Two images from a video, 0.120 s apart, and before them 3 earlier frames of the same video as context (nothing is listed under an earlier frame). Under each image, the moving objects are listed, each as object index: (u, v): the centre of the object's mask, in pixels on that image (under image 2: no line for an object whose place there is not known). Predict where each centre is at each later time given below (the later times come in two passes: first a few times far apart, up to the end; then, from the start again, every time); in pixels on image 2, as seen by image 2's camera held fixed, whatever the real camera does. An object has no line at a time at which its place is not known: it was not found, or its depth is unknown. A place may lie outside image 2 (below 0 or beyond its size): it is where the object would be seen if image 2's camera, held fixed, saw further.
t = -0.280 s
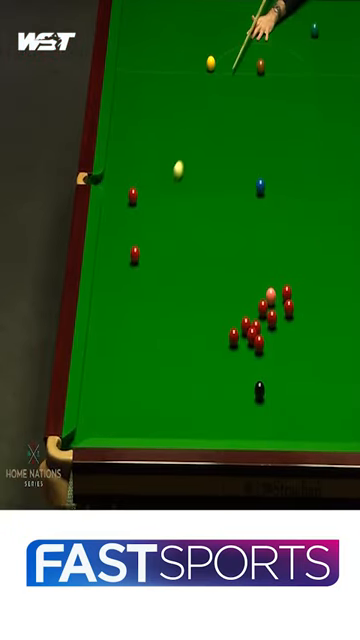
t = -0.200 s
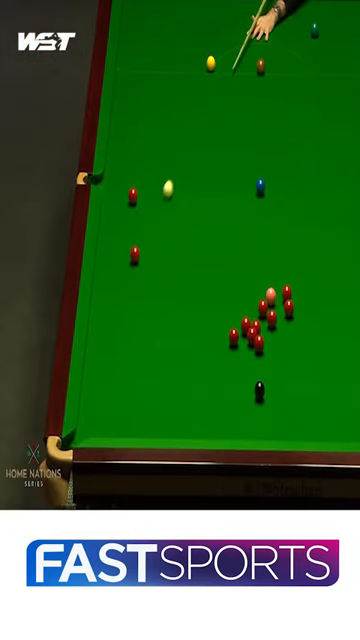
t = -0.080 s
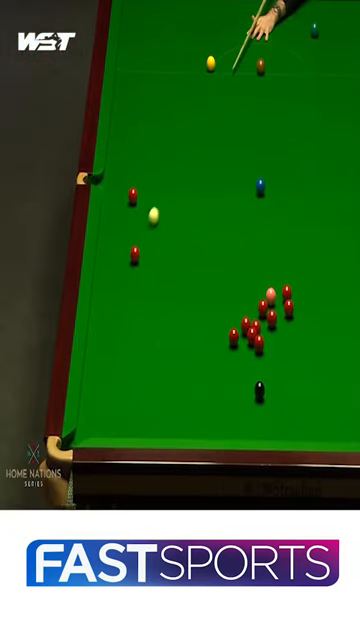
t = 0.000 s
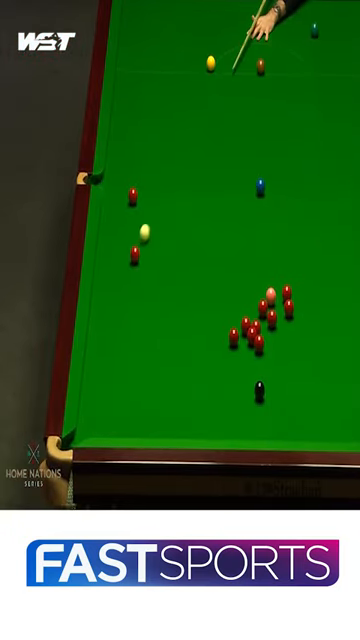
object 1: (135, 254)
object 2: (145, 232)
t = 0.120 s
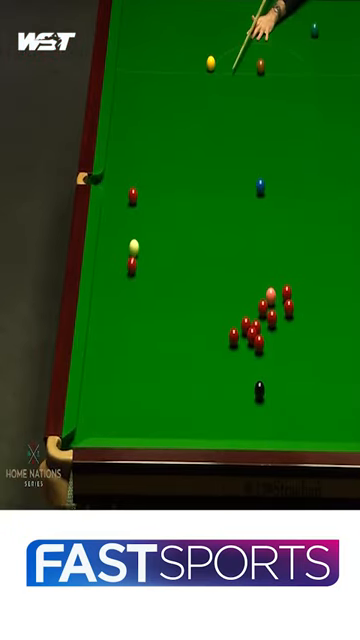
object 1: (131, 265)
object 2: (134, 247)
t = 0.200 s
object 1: (127, 281)
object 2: (129, 249)
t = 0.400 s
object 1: (117, 314)
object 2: (116, 258)
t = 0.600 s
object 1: (109, 344)
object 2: (103, 267)
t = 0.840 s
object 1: (100, 376)
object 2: (101, 276)
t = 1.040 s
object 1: (92, 403)
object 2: (105, 282)
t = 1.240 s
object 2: (109, 288)
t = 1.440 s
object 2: (113, 294)
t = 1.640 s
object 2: (116, 299)
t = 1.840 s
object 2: (119, 304)
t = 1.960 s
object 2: (120, 306)
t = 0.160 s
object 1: (129, 273)
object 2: (131, 248)
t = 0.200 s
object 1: (127, 281)
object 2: (129, 249)
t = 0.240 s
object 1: (125, 288)
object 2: (127, 250)
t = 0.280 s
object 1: (123, 295)
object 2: (124, 252)
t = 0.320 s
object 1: (121, 302)
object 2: (121, 254)
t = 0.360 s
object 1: (119, 309)
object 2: (119, 256)
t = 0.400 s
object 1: (117, 314)
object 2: (116, 258)
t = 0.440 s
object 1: (116, 320)
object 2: (114, 260)
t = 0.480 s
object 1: (114, 326)
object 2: (111, 262)
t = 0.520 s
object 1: (112, 333)
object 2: (108, 264)
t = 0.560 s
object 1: (111, 339)
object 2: (106, 265)
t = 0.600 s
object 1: (109, 344)
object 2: (103, 267)
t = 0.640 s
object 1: (107, 351)
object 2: (101, 269)
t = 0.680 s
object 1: (106, 354)
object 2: (100, 270)
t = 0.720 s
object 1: (105, 360)
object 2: (98, 272)
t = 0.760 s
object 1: (103, 366)
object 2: (100, 274)
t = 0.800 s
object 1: (101, 372)
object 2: (101, 275)
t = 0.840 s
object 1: (100, 376)
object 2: (101, 276)
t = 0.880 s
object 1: (99, 382)
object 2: (102, 277)
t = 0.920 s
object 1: (97, 388)
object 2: (103, 279)
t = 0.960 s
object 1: (96, 391)
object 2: (103, 279)
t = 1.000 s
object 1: (94, 397)
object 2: (104, 280)
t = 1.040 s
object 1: (92, 403)
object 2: (105, 282)
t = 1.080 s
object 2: (106, 283)
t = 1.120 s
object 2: (106, 284)
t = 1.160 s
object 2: (107, 285)
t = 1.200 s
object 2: (108, 287)
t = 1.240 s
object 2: (109, 288)
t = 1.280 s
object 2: (110, 290)
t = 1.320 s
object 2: (110, 290)
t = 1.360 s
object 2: (111, 291)
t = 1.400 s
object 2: (112, 293)
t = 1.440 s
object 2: (113, 294)
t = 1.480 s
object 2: (113, 295)
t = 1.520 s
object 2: (114, 297)
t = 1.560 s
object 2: (115, 298)
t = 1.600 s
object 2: (115, 298)
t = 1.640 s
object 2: (116, 299)
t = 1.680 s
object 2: (117, 300)
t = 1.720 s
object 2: (117, 301)
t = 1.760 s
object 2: (118, 302)
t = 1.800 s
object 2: (118, 303)
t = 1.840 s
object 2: (119, 304)
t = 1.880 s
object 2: (119, 304)
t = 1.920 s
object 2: (120, 305)
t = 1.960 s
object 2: (120, 306)
